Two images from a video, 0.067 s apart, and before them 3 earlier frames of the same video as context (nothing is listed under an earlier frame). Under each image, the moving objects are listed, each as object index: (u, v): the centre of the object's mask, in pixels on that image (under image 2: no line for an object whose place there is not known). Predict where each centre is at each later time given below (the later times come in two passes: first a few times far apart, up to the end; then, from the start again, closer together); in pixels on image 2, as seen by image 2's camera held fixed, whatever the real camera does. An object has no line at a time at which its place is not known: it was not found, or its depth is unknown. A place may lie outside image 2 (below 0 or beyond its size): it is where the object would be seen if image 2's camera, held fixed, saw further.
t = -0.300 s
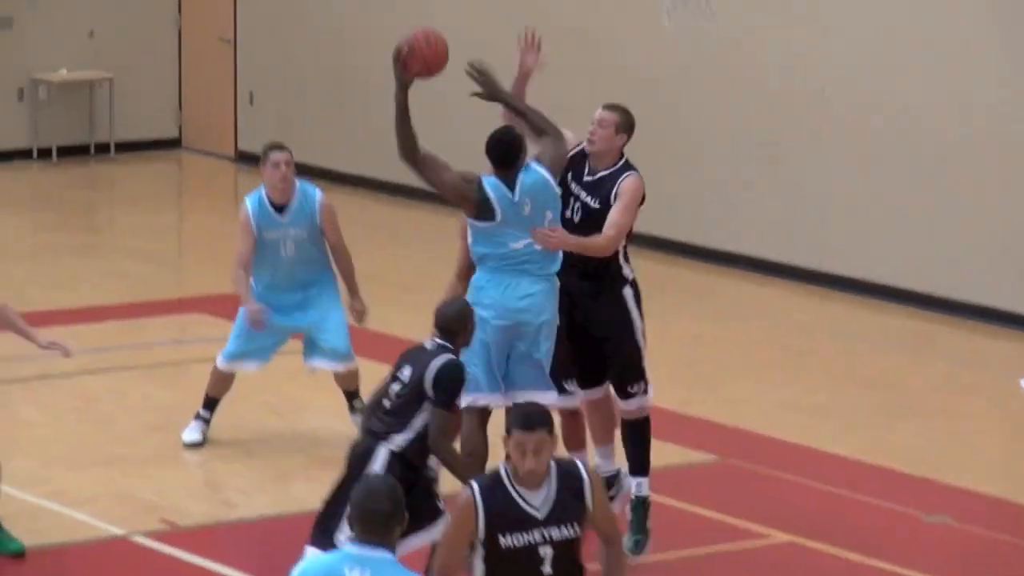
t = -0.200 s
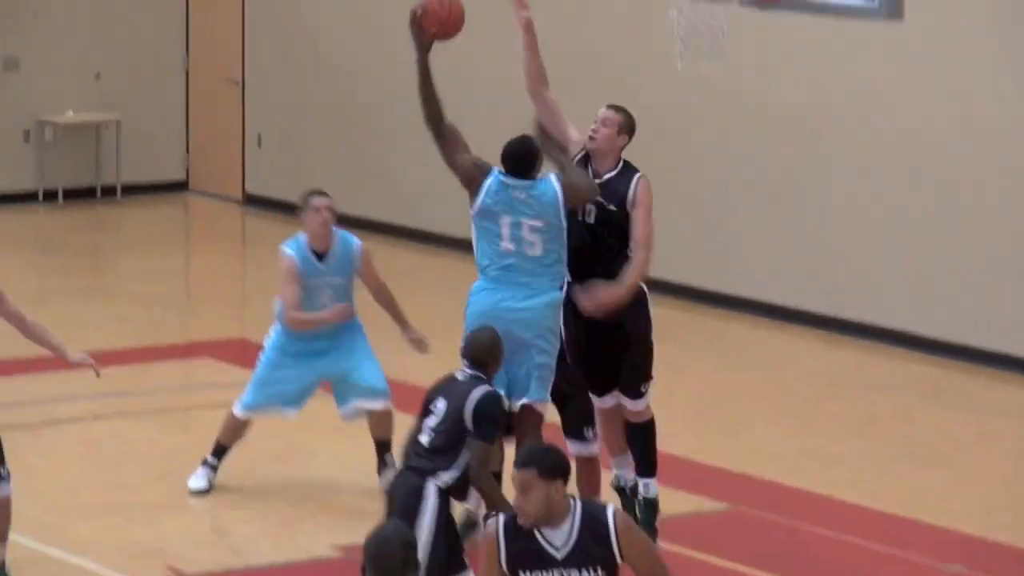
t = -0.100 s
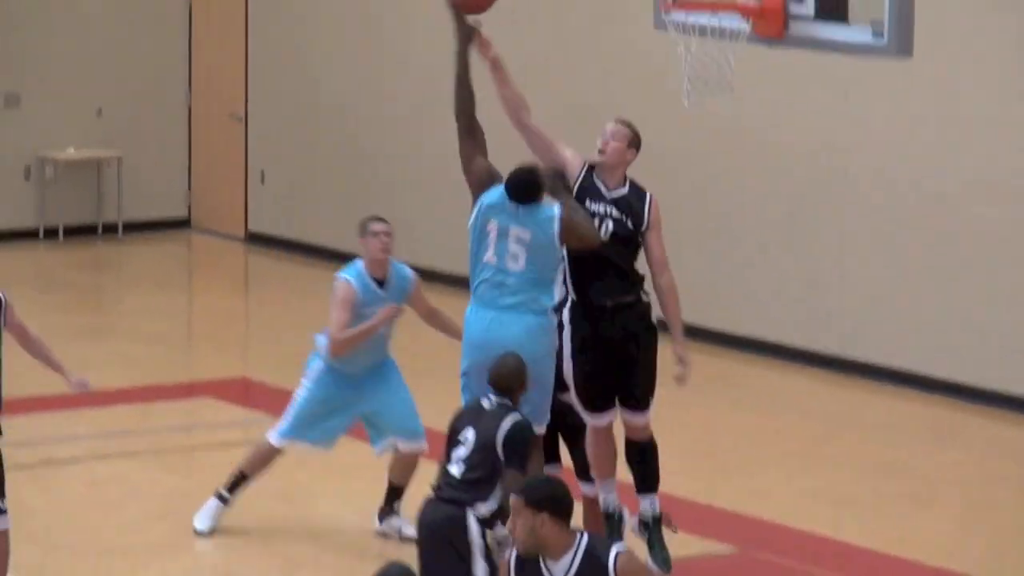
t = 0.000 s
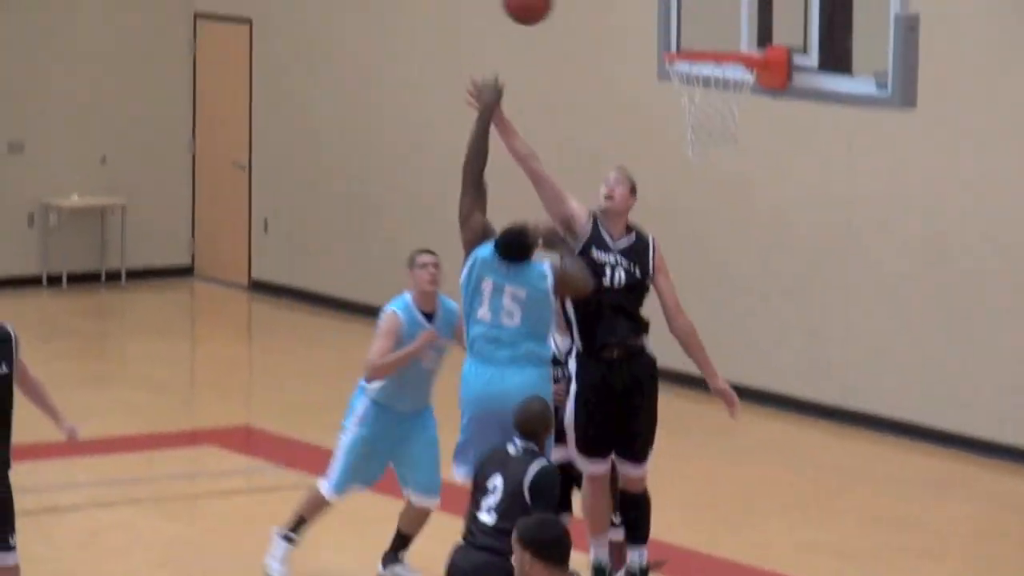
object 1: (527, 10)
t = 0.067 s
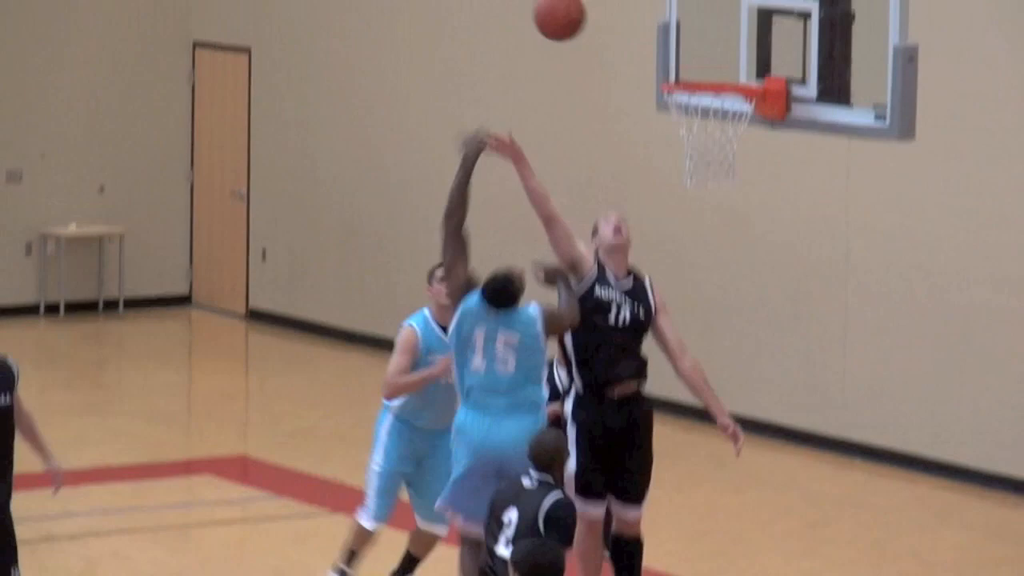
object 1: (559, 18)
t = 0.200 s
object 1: (620, 17)
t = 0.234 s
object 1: (634, 25)
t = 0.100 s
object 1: (574, 12)
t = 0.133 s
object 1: (590, 11)
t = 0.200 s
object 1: (620, 17)
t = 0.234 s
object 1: (634, 25)
